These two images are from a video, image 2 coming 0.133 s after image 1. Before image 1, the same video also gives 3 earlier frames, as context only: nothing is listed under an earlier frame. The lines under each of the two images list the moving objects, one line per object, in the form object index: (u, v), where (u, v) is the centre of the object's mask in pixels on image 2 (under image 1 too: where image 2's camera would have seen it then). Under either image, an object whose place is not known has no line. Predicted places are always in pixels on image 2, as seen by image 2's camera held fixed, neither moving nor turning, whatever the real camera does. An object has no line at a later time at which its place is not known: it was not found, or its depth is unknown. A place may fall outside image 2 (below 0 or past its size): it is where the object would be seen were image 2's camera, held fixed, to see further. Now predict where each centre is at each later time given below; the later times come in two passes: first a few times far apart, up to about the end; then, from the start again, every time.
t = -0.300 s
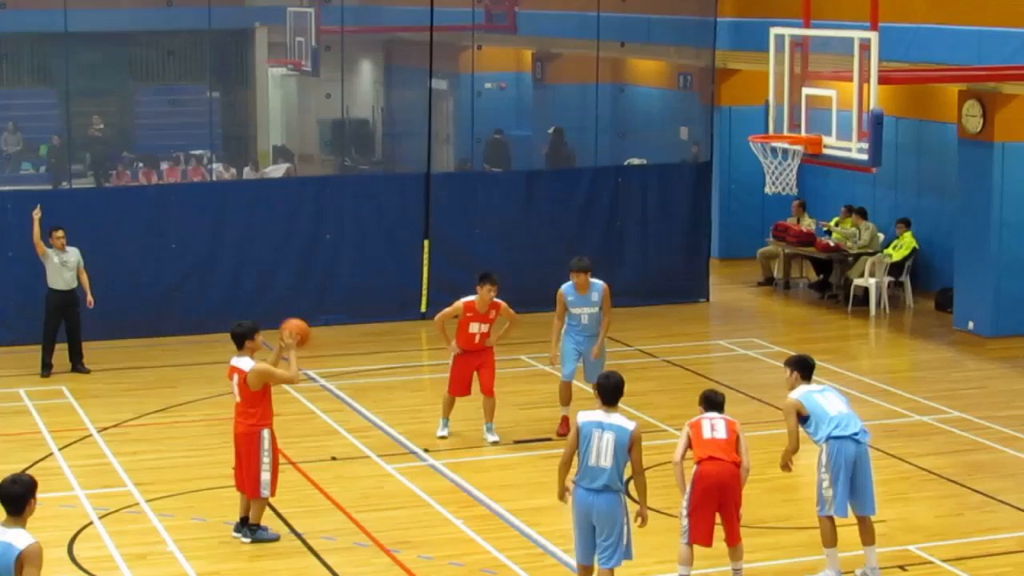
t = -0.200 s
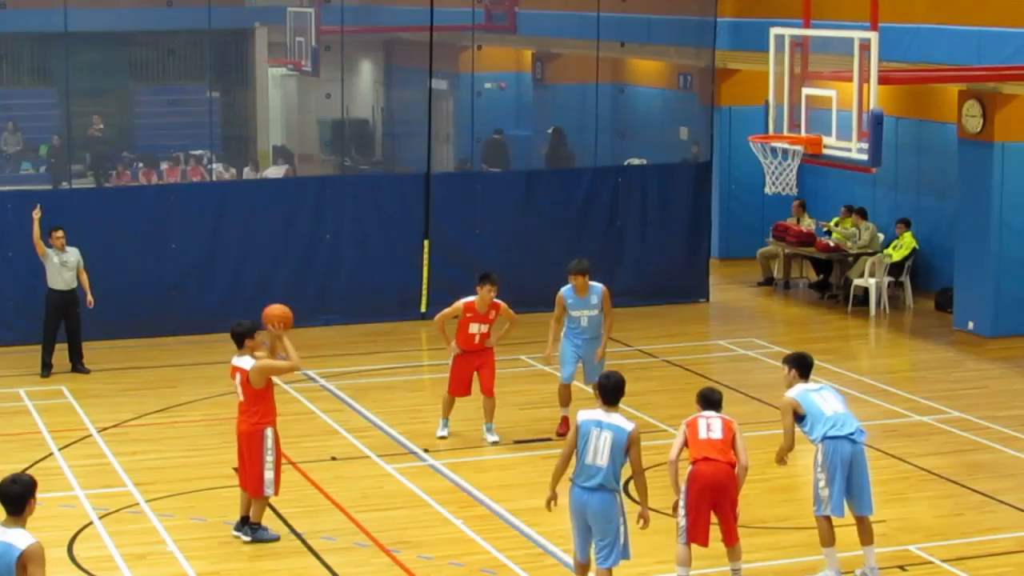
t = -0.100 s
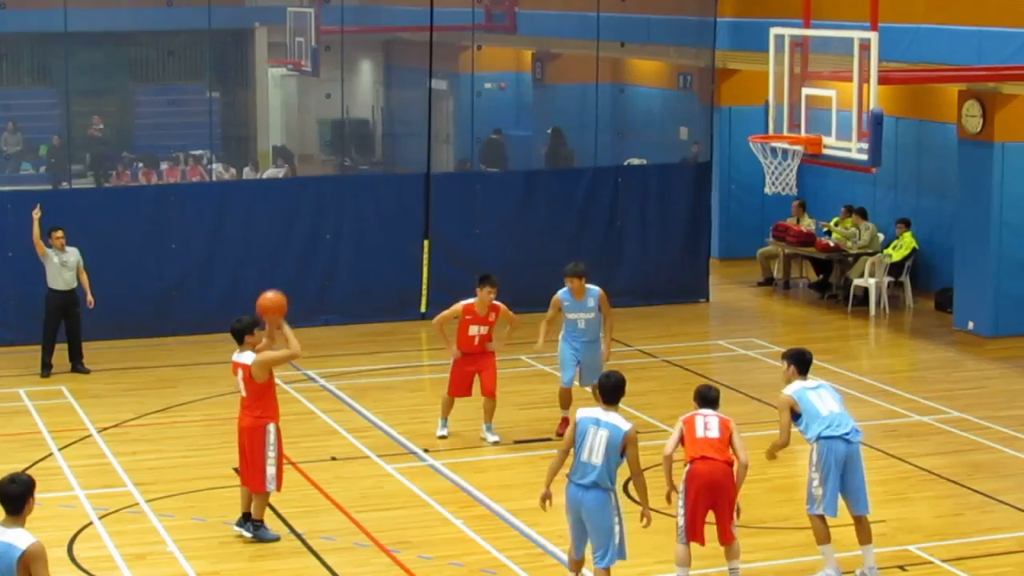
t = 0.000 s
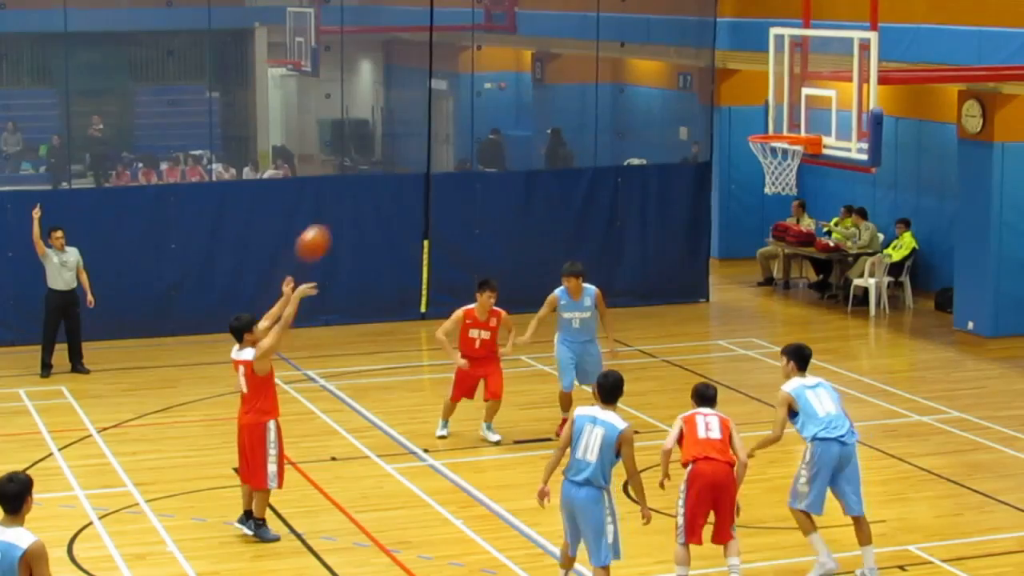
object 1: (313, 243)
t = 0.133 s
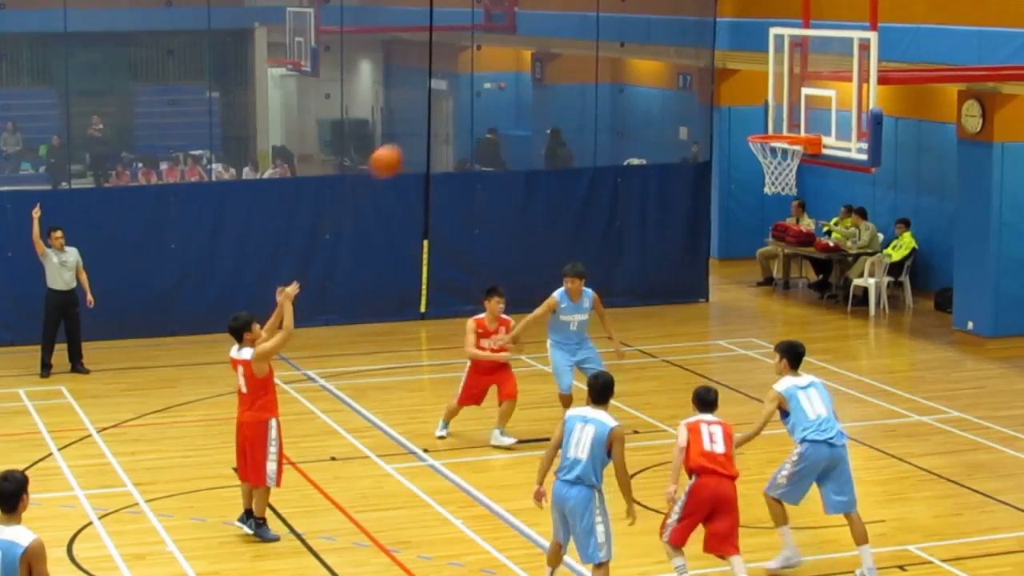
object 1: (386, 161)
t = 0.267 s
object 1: (458, 101)
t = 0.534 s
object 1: (598, 49)
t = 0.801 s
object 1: (728, 80)
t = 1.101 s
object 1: (724, 96)
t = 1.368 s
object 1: (606, 106)
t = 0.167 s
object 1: (404, 144)
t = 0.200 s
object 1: (422, 128)
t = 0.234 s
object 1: (440, 114)
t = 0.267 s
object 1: (458, 101)
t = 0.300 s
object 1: (476, 90)
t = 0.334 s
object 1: (493, 80)
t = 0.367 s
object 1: (511, 72)
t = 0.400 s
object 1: (529, 65)
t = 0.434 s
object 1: (546, 59)
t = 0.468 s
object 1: (563, 54)
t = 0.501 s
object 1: (580, 51)
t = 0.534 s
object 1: (598, 49)
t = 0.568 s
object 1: (615, 47)
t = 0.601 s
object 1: (631, 49)
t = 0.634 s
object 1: (648, 51)
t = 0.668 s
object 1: (664, 55)
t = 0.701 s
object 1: (681, 59)
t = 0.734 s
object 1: (697, 64)
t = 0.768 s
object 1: (713, 72)
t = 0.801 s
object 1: (728, 80)
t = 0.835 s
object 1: (744, 90)
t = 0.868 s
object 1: (760, 101)
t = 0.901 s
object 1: (776, 113)
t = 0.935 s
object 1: (792, 127)
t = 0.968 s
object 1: (782, 122)
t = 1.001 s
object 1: (768, 114)
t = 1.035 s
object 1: (754, 106)
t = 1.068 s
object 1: (740, 101)
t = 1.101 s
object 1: (724, 96)
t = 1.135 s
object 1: (710, 93)
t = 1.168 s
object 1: (696, 91)
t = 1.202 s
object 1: (681, 90)
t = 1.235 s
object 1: (666, 91)
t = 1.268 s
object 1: (652, 93)
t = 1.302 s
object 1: (636, 96)
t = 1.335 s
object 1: (621, 101)
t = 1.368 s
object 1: (606, 106)
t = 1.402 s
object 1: (591, 114)
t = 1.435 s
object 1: (575, 123)
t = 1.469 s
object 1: (561, 133)
